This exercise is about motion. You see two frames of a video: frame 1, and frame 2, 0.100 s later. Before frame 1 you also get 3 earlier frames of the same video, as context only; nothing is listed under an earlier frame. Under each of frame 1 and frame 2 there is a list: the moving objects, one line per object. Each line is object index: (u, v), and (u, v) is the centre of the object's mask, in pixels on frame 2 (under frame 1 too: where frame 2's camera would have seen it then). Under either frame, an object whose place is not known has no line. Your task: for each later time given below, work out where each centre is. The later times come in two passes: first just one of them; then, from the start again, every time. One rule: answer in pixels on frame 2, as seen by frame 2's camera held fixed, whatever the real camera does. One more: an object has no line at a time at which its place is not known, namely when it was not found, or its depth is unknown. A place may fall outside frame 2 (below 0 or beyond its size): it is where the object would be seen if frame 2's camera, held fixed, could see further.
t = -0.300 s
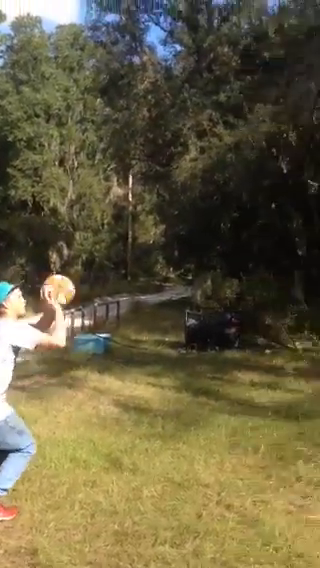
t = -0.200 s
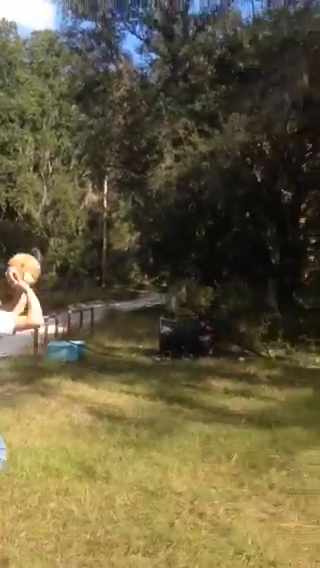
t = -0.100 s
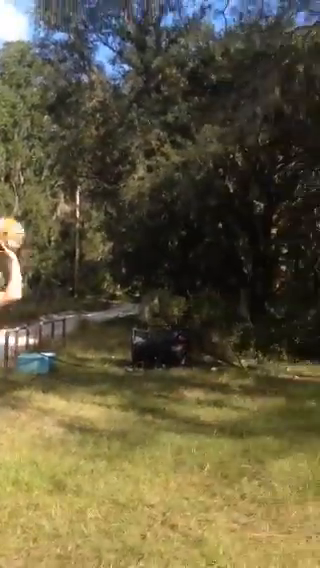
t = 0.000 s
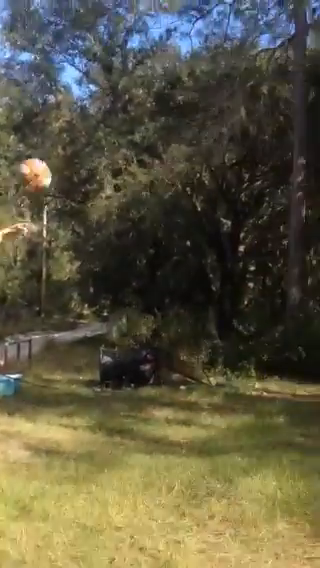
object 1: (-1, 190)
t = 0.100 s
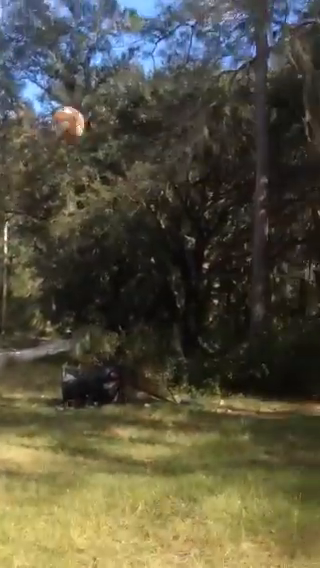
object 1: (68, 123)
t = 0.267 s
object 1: (191, 41)
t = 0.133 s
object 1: (91, 106)
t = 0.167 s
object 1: (117, 87)
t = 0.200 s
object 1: (141, 69)
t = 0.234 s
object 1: (165, 55)
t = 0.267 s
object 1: (191, 41)
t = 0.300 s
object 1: (212, 30)
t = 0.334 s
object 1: (237, 18)
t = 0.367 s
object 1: (262, 9)
